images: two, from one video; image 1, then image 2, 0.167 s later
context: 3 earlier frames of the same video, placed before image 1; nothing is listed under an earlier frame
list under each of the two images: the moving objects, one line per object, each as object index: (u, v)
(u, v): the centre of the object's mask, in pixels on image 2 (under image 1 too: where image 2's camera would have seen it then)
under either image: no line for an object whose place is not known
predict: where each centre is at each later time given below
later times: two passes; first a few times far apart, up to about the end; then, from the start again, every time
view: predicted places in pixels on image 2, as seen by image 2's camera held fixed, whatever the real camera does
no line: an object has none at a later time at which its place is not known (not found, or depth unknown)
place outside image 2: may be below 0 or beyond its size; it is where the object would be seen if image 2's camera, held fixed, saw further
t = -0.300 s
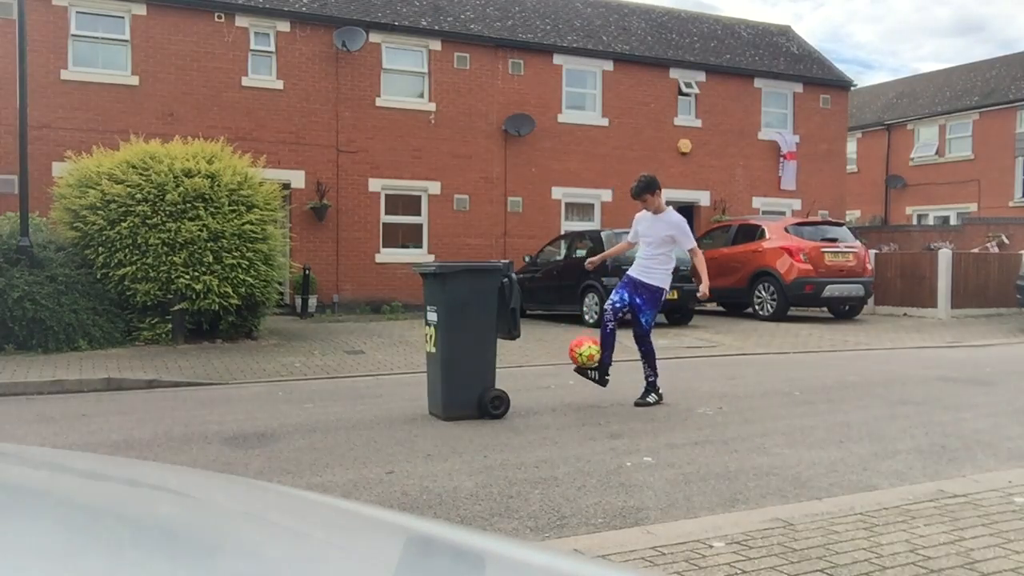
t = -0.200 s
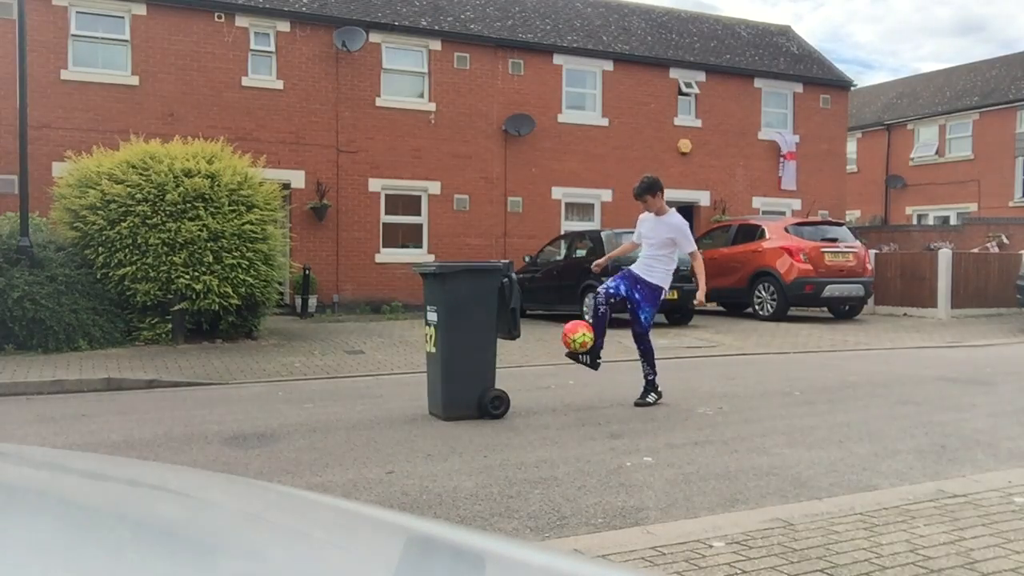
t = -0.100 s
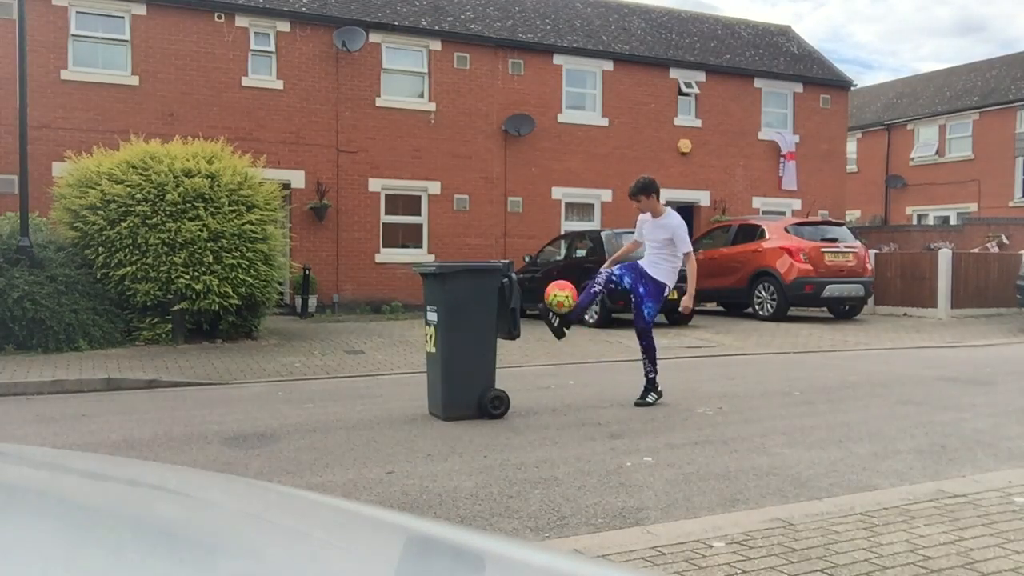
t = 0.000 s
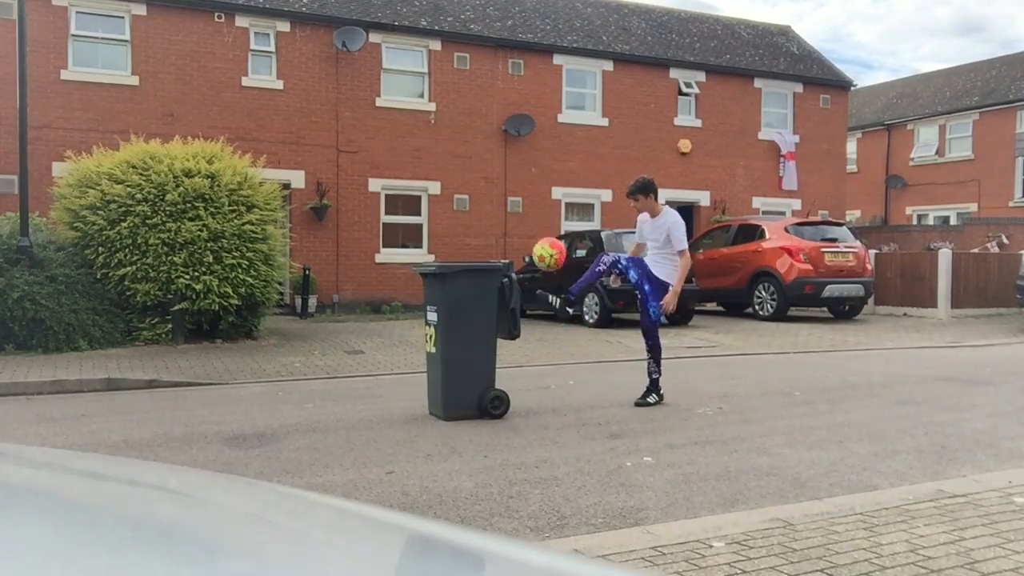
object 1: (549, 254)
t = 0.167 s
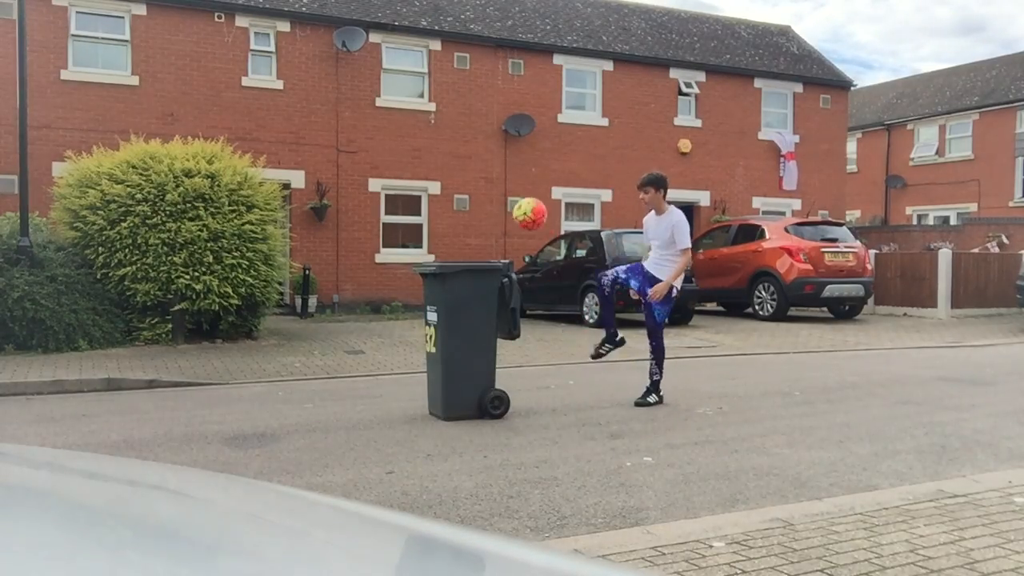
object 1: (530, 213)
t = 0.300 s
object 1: (514, 211)
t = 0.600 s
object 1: (482, 226)
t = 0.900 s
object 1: (450, 243)
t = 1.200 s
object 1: (447, 247)
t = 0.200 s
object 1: (526, 210)
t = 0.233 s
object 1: (522, 209)
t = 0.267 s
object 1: (518, 209)
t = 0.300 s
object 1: (514, 211)
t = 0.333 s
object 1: (510, 214)
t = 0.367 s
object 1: (506, 219)
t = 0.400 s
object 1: (503, 227)
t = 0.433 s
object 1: (499, 236)
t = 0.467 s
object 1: (495, 245)
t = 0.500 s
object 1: (492, 239)
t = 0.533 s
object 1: (489, 233)
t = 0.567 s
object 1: (485, 228)
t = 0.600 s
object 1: (482, 226)
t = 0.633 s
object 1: (479, 225)
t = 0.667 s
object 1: (476, 226)
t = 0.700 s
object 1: (472, 228)
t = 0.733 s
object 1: (469, 232)
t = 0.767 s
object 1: (466, 238)
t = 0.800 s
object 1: (463, 245)
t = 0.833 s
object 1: (459, 244)
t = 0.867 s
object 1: (454, 243)
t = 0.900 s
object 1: (450, 243)
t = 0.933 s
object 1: (445, 245)
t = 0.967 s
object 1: (441, 247)
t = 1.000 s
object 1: (440, 246)
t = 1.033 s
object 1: (441, 246)
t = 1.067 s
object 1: (441, 246)
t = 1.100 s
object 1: (441, 248)
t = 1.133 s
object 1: (442, 249)
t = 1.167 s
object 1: (444, 247)
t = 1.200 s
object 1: (447, 247)
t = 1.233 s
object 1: (450, 248)
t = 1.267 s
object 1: (452, 250)
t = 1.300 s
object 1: (454, 252)
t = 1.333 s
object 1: (457, 255)
